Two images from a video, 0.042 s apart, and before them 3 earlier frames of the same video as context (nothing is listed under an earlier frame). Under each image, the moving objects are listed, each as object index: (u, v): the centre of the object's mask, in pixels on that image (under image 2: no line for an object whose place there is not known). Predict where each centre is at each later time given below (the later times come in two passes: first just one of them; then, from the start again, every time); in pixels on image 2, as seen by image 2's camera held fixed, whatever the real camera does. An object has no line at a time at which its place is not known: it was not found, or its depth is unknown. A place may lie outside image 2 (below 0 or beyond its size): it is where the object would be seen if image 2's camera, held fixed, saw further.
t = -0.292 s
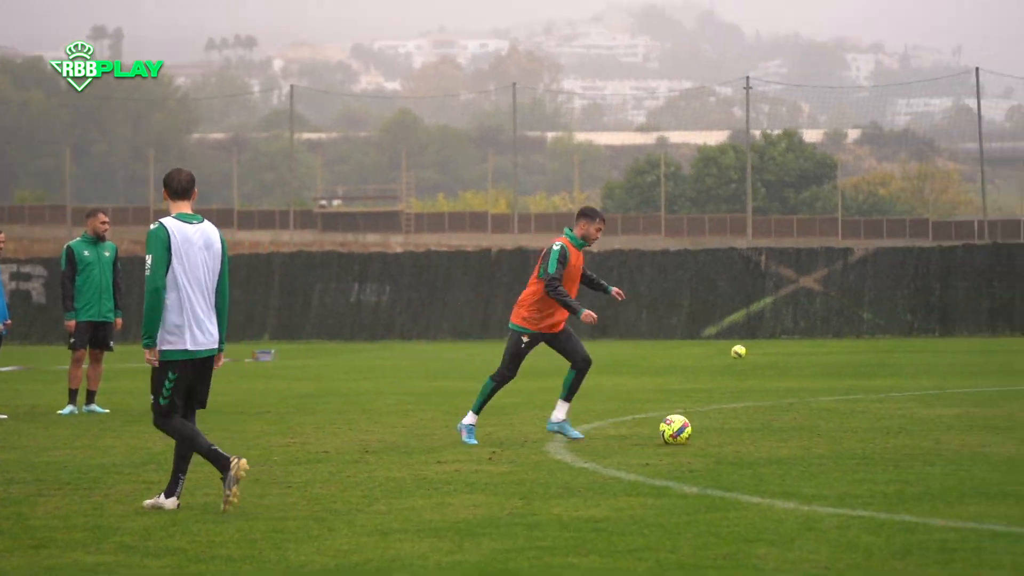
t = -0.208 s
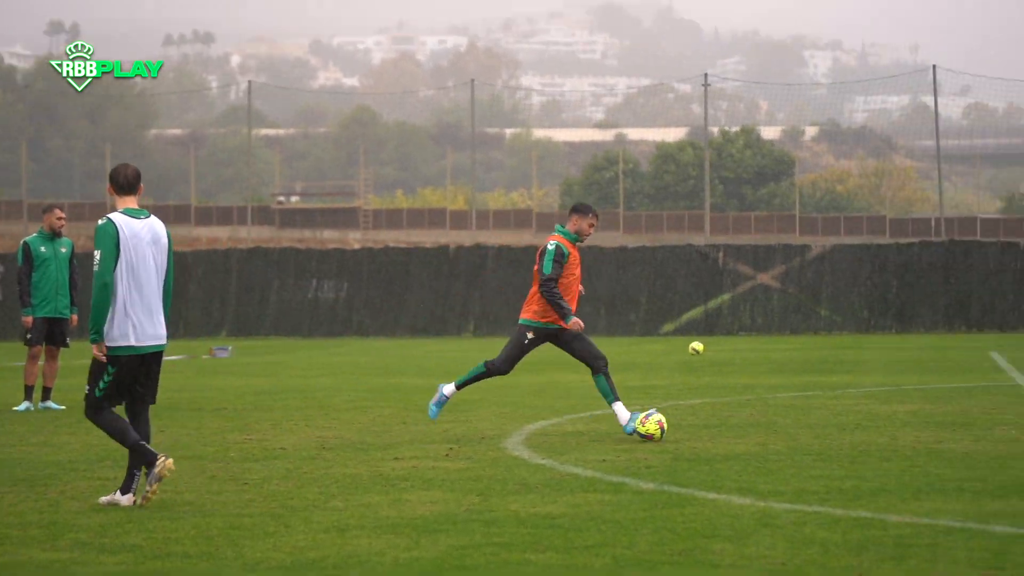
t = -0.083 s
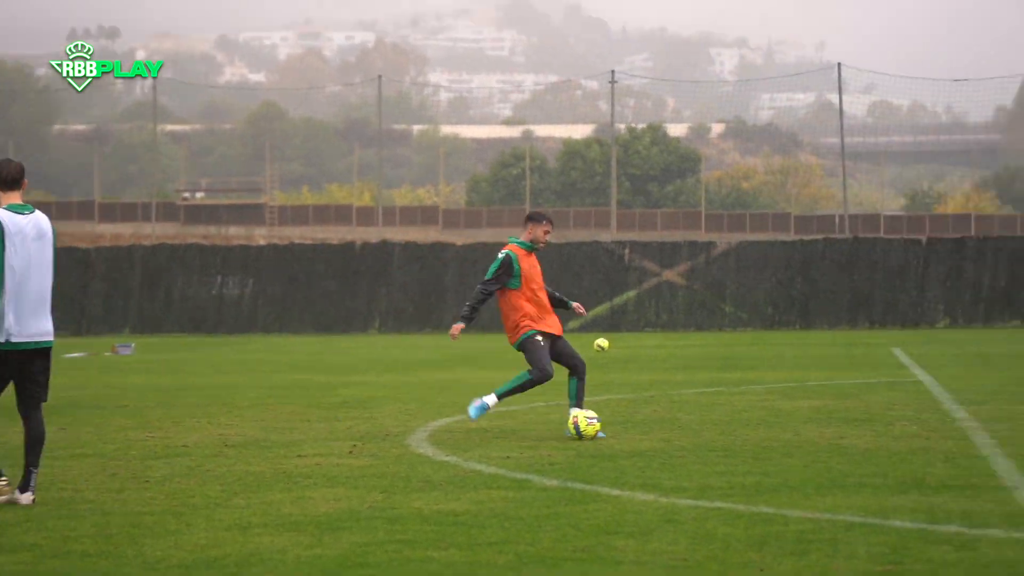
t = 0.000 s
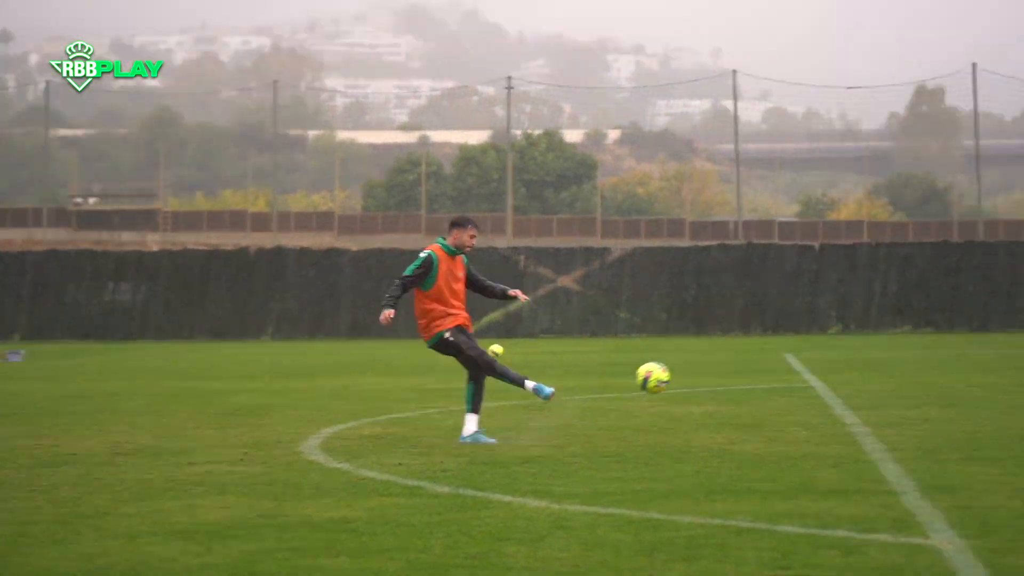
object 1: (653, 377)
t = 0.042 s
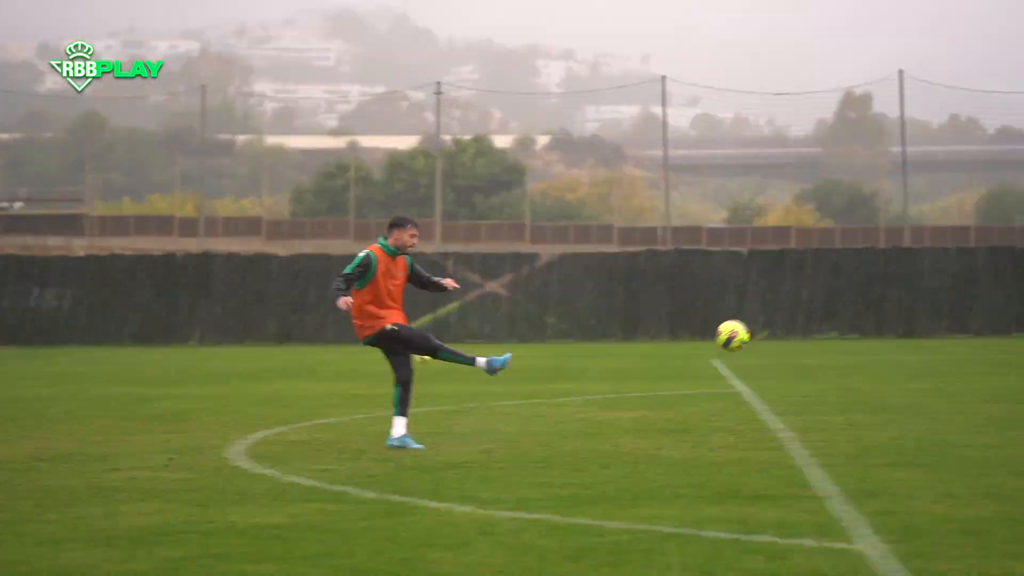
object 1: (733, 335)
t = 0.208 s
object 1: (1374, 151)
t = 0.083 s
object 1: (924, 274)
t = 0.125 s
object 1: (1079, 230)
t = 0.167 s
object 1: (1238, 186)
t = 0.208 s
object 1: (1374, 151)
